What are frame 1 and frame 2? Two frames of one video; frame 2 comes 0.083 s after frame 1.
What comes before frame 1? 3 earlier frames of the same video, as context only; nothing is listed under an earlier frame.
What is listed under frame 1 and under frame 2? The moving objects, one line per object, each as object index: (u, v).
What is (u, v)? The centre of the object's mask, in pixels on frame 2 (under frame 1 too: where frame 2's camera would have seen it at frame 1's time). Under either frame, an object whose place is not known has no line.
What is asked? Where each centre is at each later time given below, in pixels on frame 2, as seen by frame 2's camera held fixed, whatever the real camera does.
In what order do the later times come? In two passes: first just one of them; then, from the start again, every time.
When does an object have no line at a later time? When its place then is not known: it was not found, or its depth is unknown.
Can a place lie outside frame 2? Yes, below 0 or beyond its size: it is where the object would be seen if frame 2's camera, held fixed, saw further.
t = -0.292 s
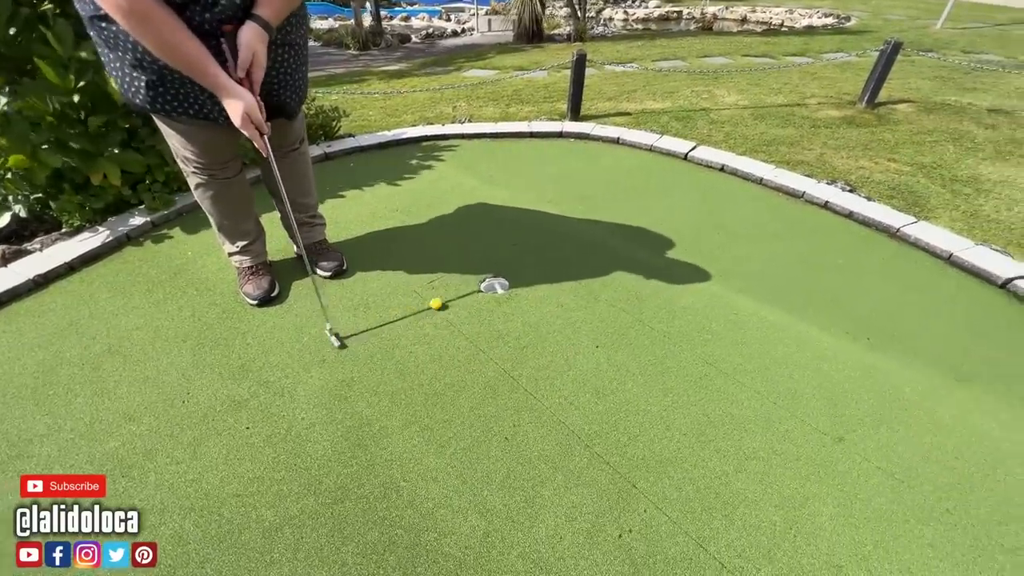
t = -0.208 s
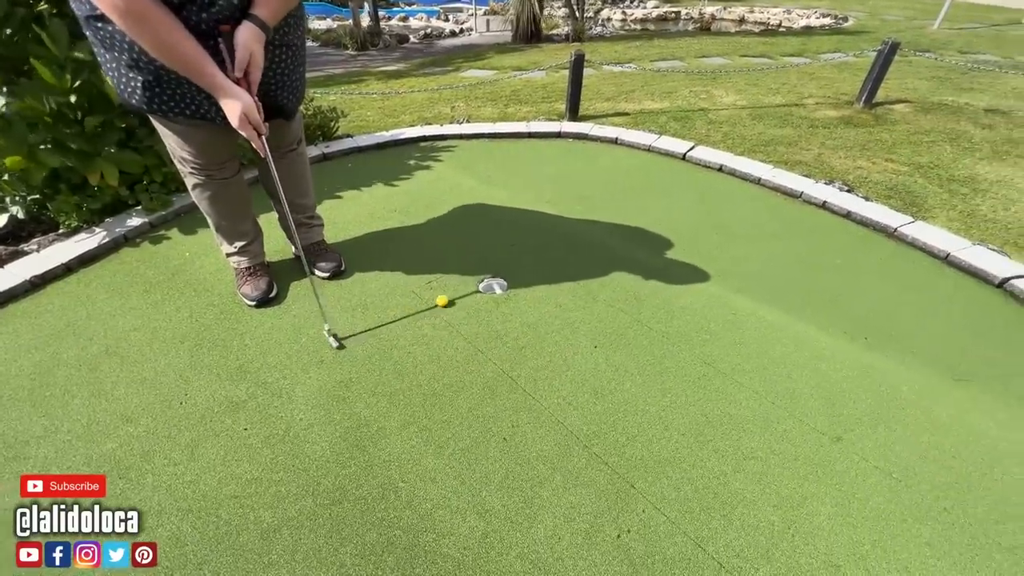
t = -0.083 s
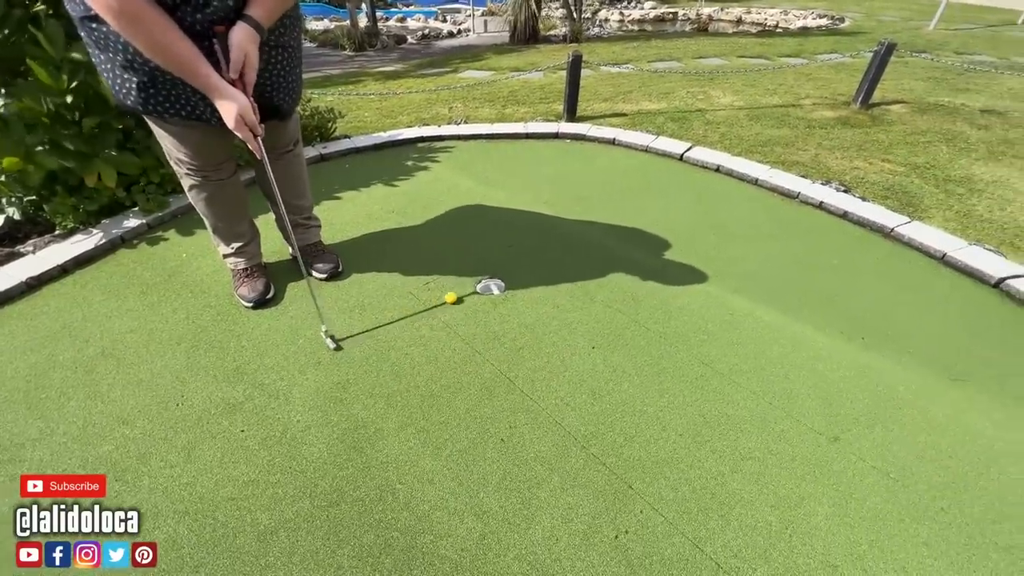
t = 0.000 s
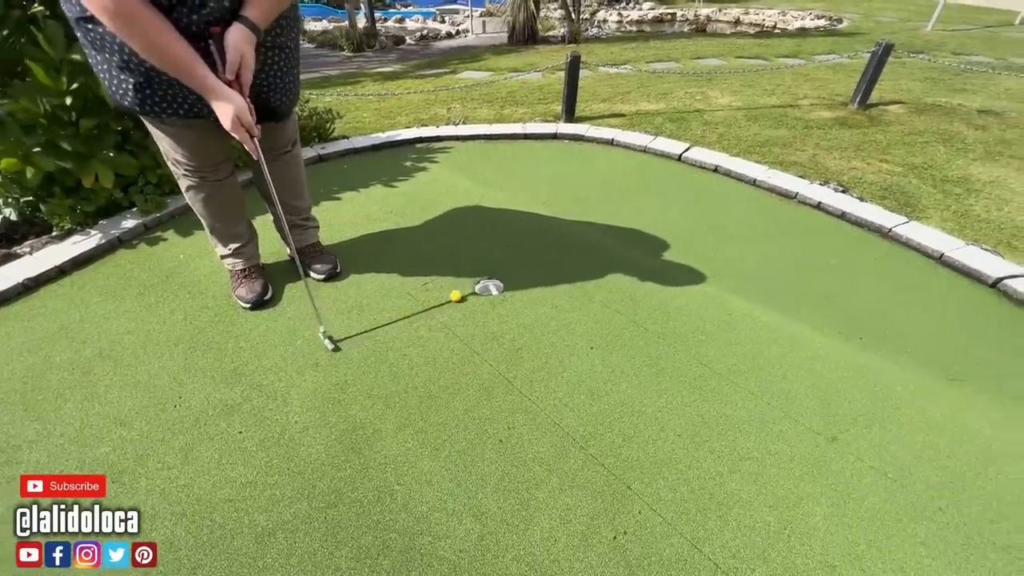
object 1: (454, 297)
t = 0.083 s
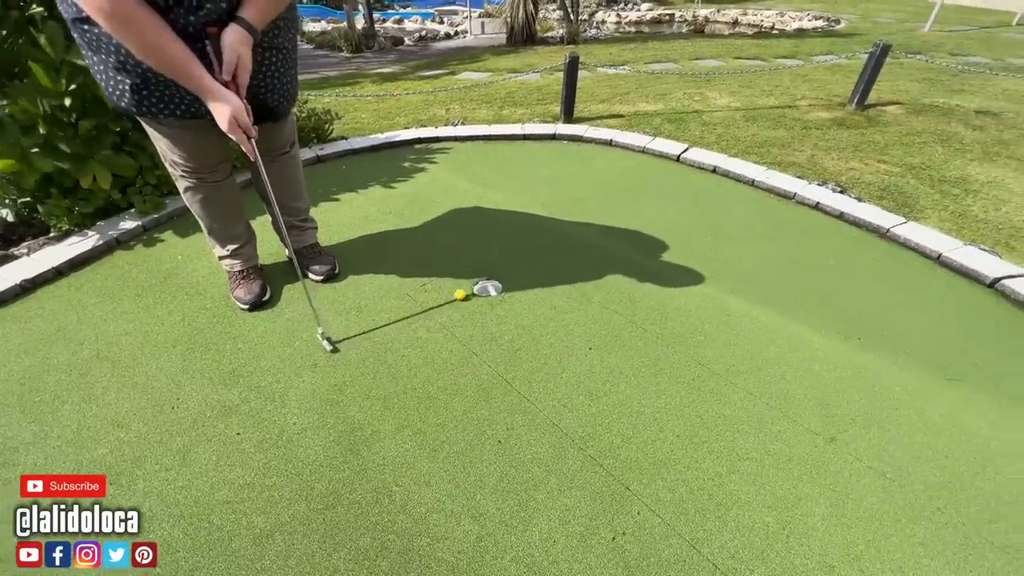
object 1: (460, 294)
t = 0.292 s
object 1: (472, 290)
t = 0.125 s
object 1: (462, 293)
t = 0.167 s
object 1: (466, 292)
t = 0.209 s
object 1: (469, 291)
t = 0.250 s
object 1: (470, 291)
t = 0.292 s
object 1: (472, 290)
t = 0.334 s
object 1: (475, 288)
